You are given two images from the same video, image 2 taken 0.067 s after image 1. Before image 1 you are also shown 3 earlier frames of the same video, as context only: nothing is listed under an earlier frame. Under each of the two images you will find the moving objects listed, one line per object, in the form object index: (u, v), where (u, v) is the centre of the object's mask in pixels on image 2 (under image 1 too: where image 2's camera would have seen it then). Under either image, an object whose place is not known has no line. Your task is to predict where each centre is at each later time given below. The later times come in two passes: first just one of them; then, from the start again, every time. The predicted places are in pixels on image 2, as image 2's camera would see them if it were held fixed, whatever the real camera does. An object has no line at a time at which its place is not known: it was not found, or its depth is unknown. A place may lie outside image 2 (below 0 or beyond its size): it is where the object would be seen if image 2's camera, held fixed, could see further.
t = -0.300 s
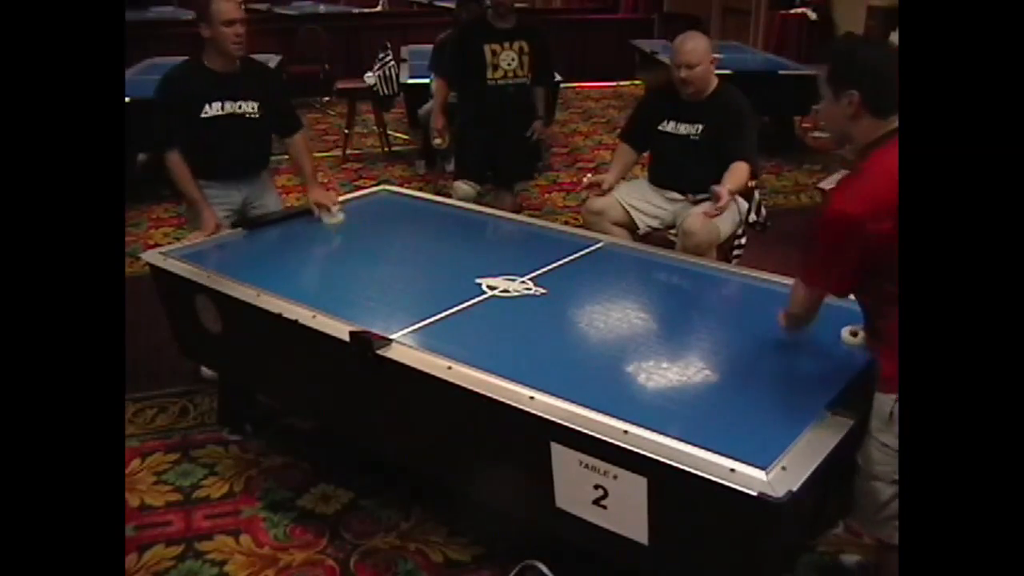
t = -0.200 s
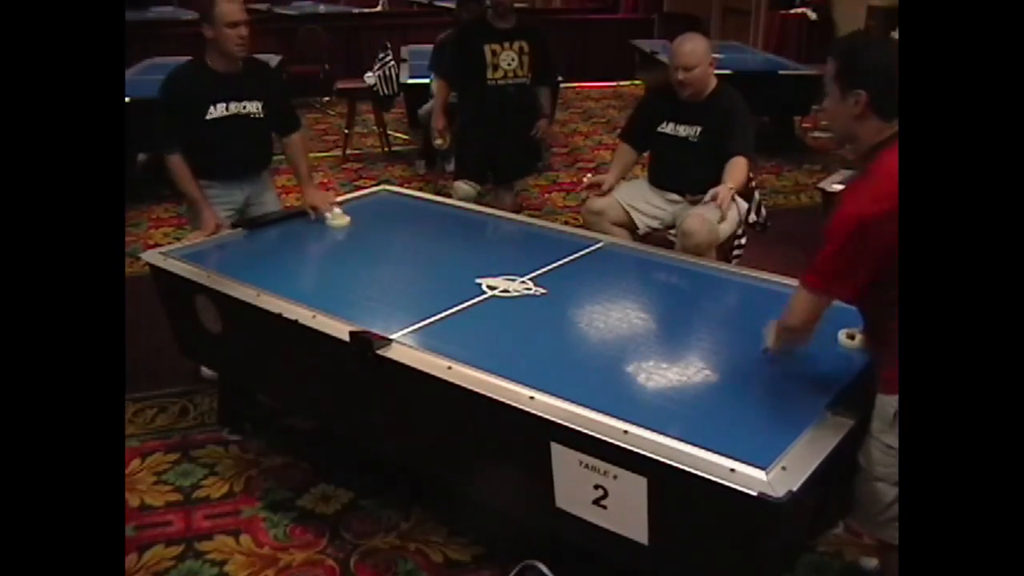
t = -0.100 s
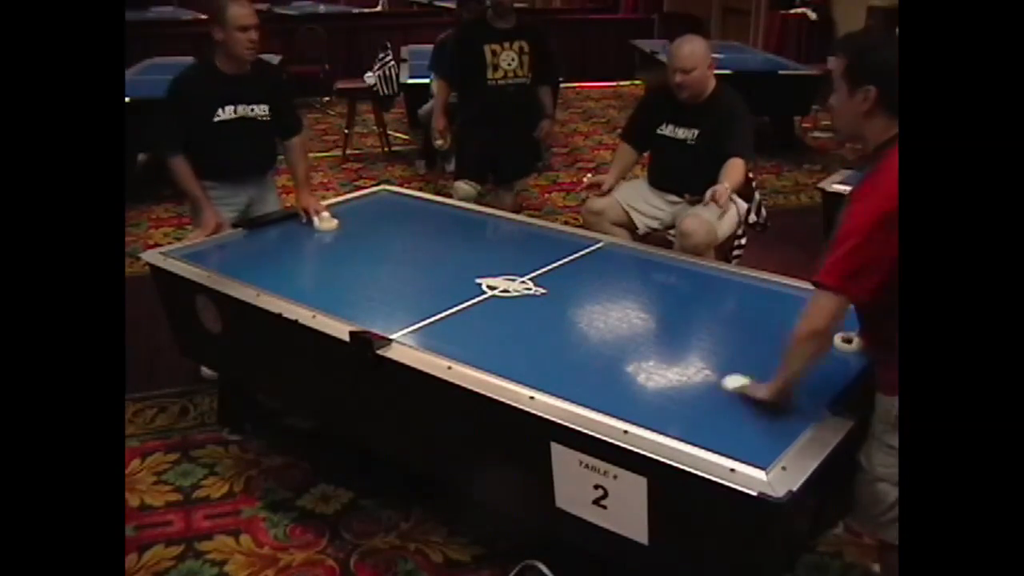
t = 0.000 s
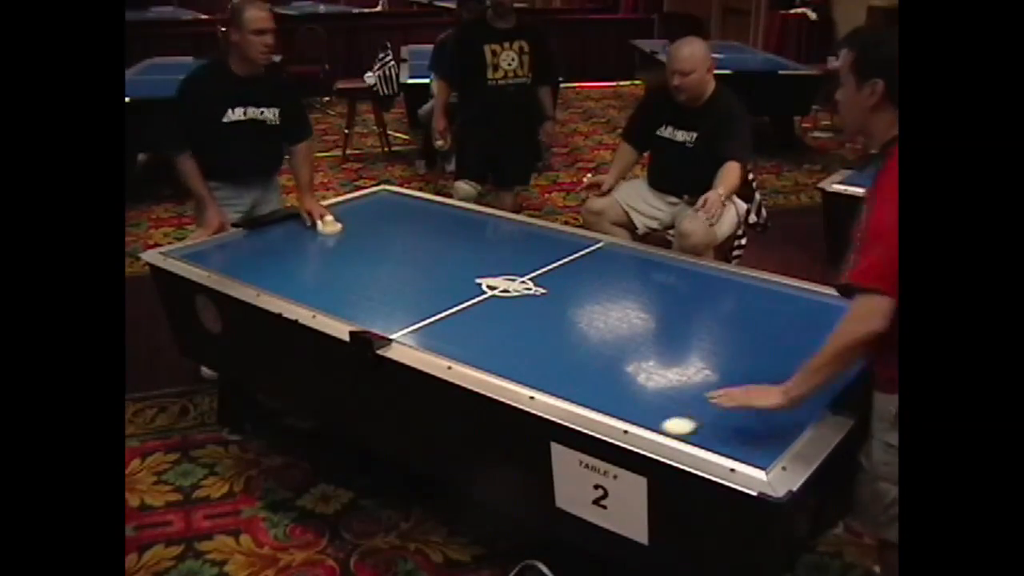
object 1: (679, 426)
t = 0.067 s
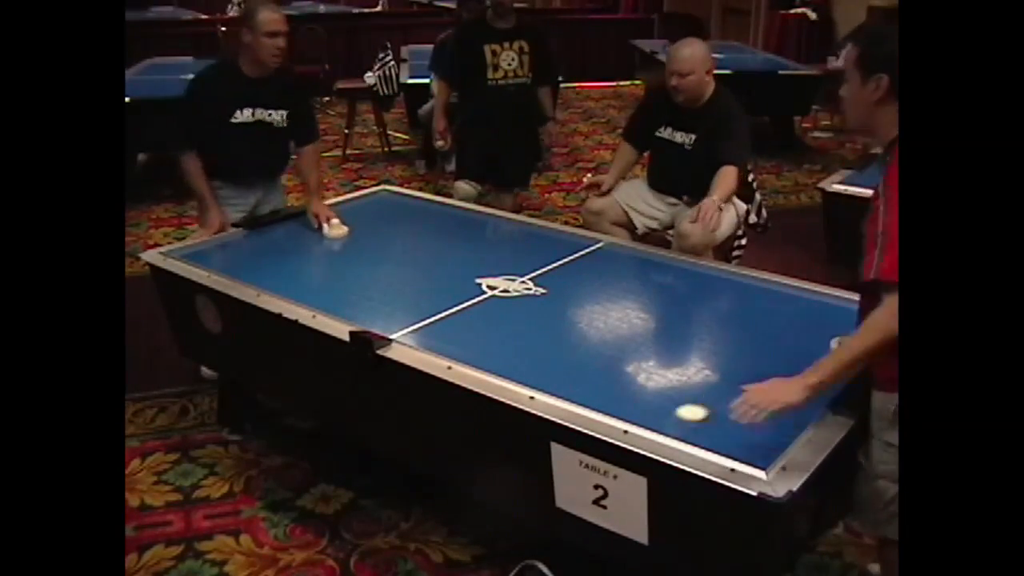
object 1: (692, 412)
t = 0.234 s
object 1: (752, 357)
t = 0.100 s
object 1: (705, 400)
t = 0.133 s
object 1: (718, 389)
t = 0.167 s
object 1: (730, 378)
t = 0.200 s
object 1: (742, 367)
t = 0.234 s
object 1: (752, 357)
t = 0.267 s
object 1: (763, 348)
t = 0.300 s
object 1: (772, 339)
